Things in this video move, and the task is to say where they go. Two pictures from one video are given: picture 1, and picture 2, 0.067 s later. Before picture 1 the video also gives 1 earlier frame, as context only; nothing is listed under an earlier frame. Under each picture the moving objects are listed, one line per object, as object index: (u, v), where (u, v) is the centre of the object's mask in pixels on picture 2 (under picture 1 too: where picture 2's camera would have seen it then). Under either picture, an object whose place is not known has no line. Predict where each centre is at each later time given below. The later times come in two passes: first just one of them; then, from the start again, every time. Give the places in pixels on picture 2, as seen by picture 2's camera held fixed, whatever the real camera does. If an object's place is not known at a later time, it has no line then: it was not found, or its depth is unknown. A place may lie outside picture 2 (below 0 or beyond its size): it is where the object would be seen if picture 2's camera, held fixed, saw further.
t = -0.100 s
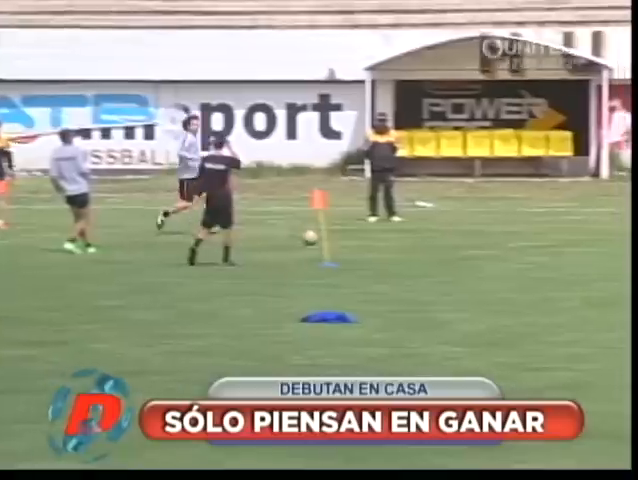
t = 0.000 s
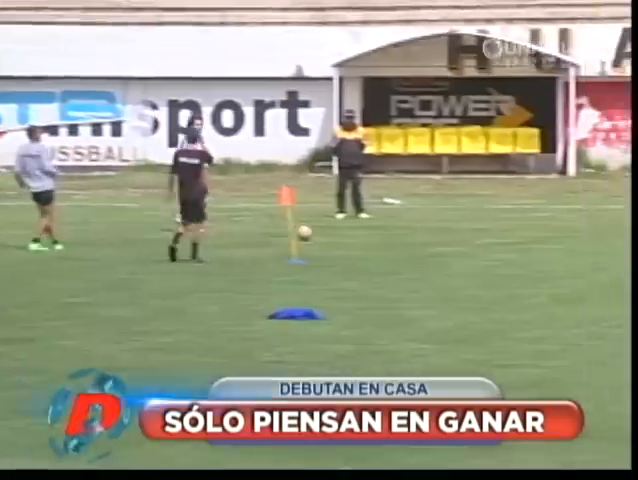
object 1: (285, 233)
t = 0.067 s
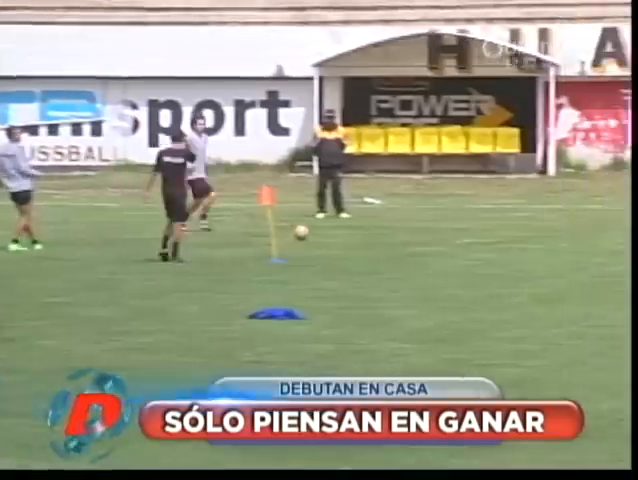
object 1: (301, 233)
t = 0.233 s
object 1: (338, 232)
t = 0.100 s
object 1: (309, 233)
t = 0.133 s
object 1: (317, 232)
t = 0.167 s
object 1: (324, 232)
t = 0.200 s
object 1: (331, 232)
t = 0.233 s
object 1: (338, 232)
